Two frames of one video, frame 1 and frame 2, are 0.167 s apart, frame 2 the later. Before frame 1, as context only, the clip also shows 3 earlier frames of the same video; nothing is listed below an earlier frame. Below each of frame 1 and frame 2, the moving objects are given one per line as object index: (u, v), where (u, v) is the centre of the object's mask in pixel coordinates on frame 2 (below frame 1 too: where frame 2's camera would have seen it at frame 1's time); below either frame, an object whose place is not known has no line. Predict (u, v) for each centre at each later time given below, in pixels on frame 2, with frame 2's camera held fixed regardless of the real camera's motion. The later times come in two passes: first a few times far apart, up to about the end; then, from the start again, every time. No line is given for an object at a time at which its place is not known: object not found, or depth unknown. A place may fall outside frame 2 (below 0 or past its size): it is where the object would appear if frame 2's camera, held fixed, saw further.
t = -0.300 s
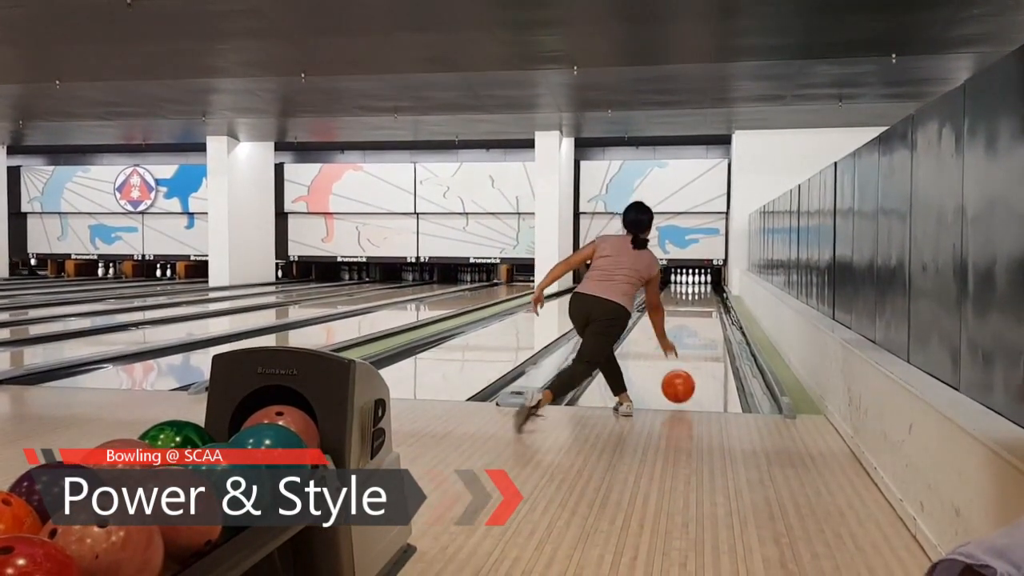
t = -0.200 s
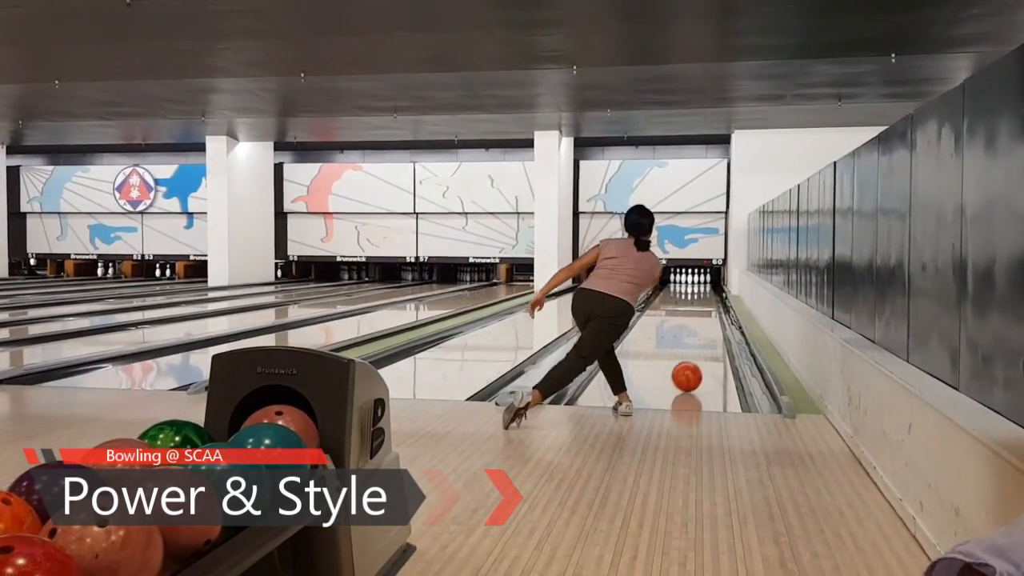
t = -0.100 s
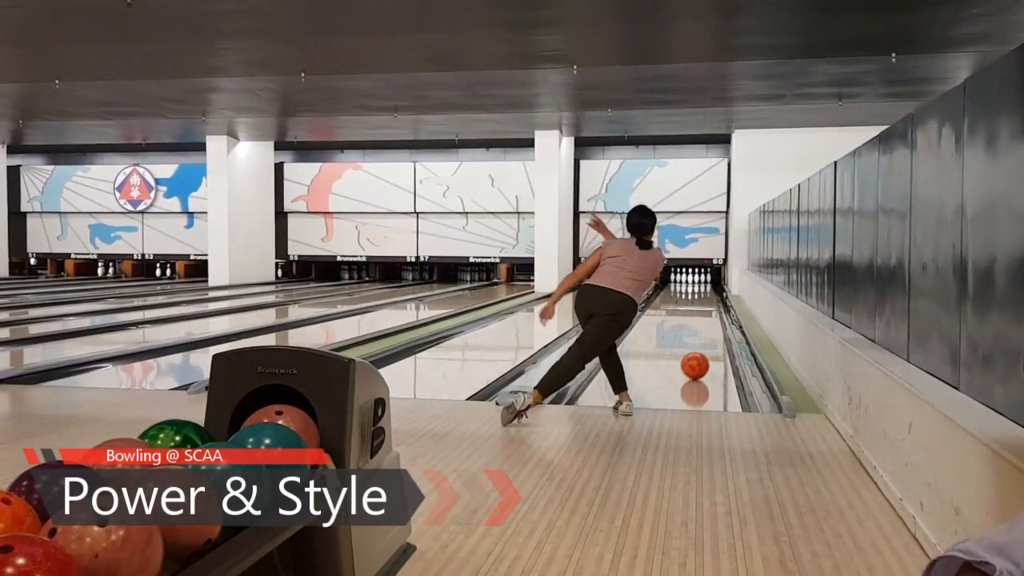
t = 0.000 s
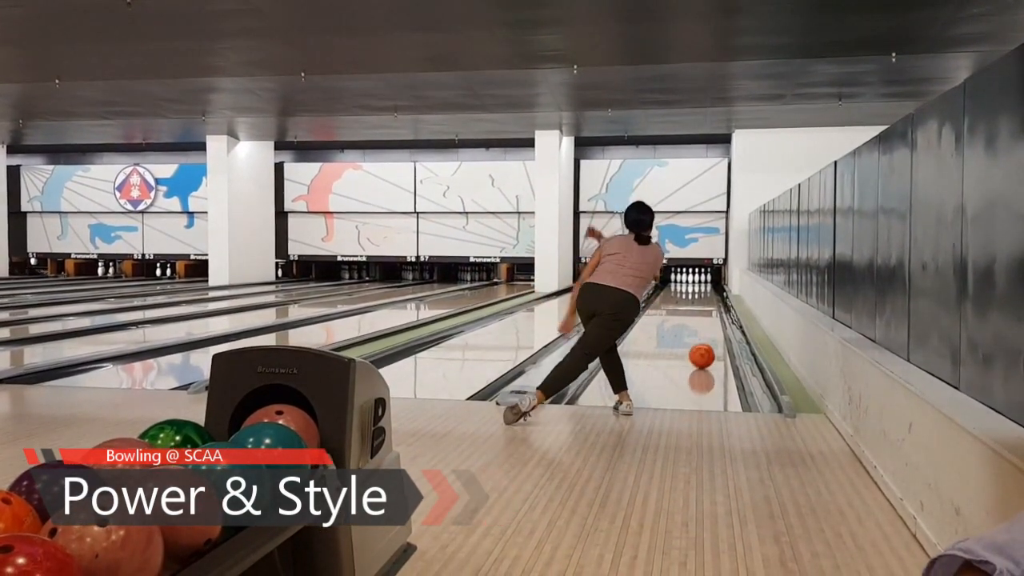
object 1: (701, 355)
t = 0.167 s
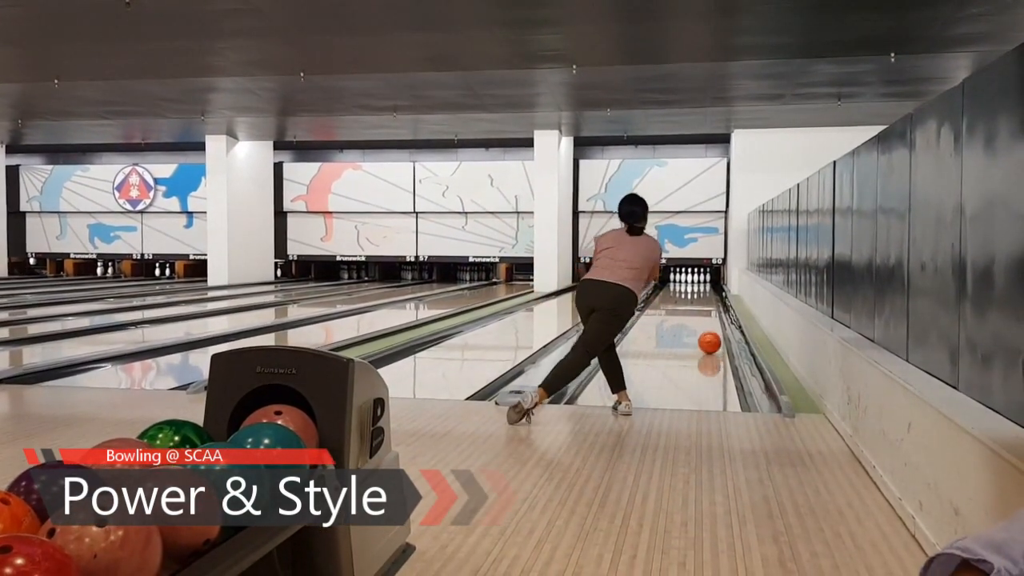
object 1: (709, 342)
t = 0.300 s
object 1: (715, 333)
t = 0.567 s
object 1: (723, 321)
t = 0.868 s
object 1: (727, 313)
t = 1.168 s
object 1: (725, 306)
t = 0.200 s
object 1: (711, 340)
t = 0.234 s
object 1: (712, 338)
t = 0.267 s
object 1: (714, 336)
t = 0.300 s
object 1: (715, 333)
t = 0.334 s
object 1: (716, 331)
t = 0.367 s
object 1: (717, 330)
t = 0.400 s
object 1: (718, 329)
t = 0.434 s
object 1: (720, 327)
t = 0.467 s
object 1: (721, 326)
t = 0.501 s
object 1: (722, 324)
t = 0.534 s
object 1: (723, 322)
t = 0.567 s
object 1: (723, 321)
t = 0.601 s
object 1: (725, 320)
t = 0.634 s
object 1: (725, 320)
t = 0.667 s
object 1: (727, 320)
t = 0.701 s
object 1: (728, 320)
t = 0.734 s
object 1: (730, 319)
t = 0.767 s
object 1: (728, 317)
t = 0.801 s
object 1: (727, 316)
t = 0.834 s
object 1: (727, 314)
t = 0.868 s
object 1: (727, 313)
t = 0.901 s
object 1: (727, 313)
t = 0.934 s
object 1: (727, 313)
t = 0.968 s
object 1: (727, 311)
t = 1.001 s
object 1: (726, 310)
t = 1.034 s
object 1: (726, 310)
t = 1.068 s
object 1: (725, 309)
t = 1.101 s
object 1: (725, 308)
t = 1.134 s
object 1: (725, 307)
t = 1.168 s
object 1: (725, 306)
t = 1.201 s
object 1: (724, 306)
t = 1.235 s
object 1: (724, 305)
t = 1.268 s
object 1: (724, 304)
